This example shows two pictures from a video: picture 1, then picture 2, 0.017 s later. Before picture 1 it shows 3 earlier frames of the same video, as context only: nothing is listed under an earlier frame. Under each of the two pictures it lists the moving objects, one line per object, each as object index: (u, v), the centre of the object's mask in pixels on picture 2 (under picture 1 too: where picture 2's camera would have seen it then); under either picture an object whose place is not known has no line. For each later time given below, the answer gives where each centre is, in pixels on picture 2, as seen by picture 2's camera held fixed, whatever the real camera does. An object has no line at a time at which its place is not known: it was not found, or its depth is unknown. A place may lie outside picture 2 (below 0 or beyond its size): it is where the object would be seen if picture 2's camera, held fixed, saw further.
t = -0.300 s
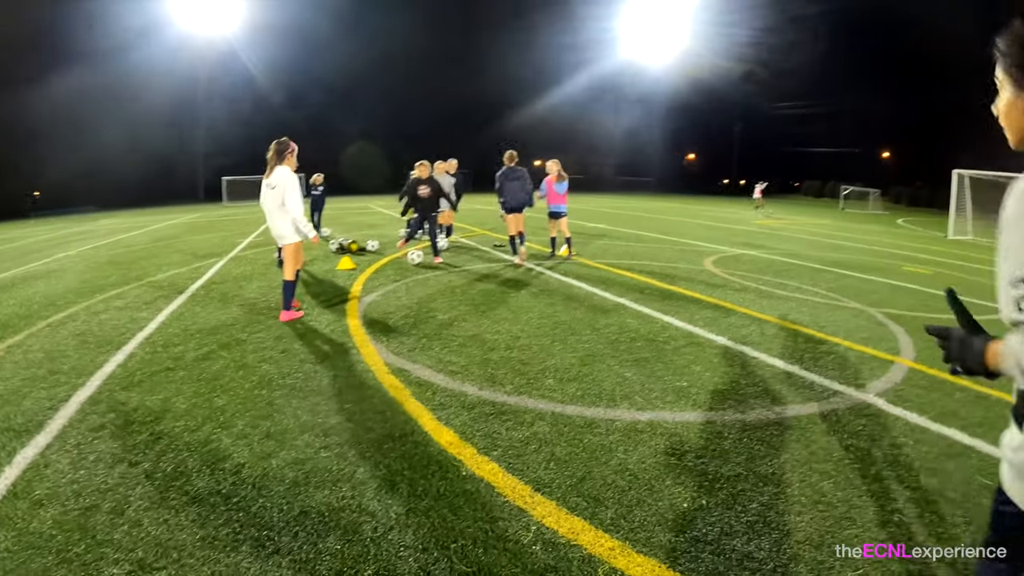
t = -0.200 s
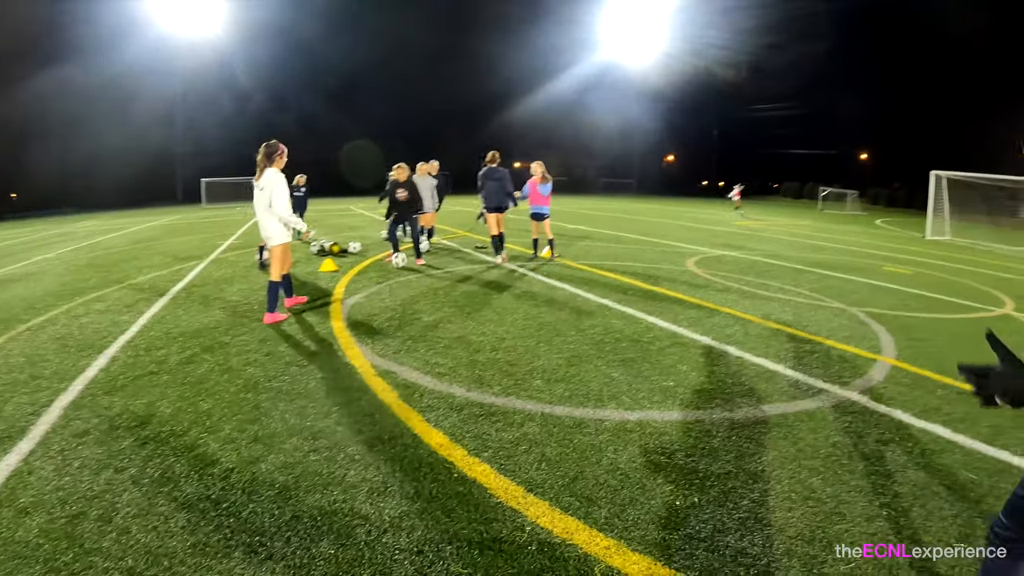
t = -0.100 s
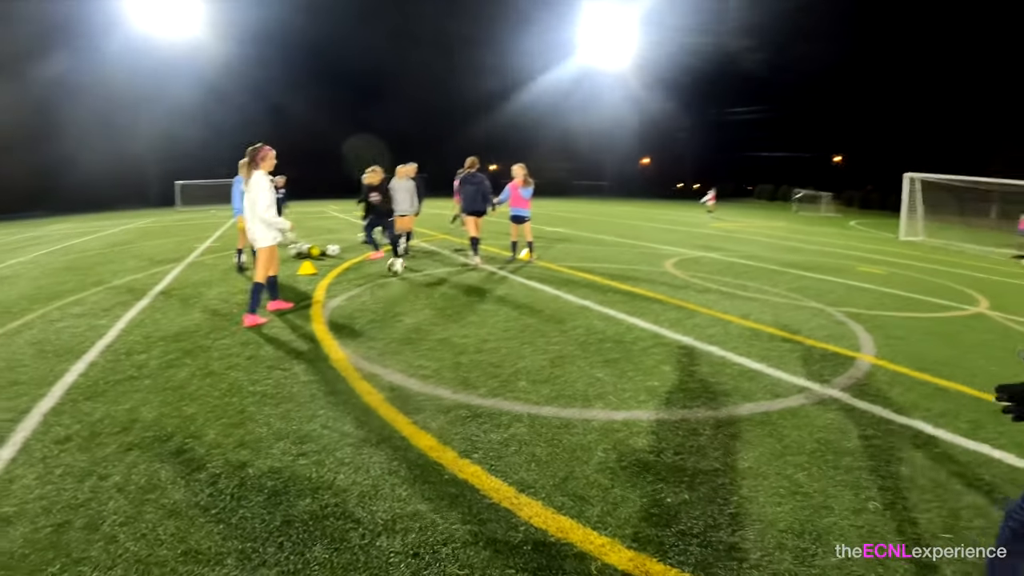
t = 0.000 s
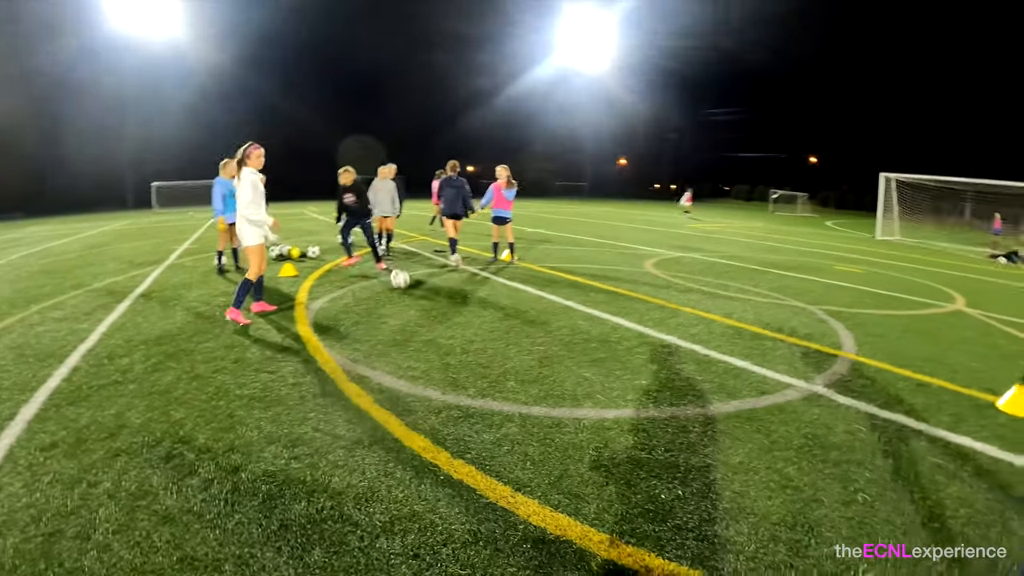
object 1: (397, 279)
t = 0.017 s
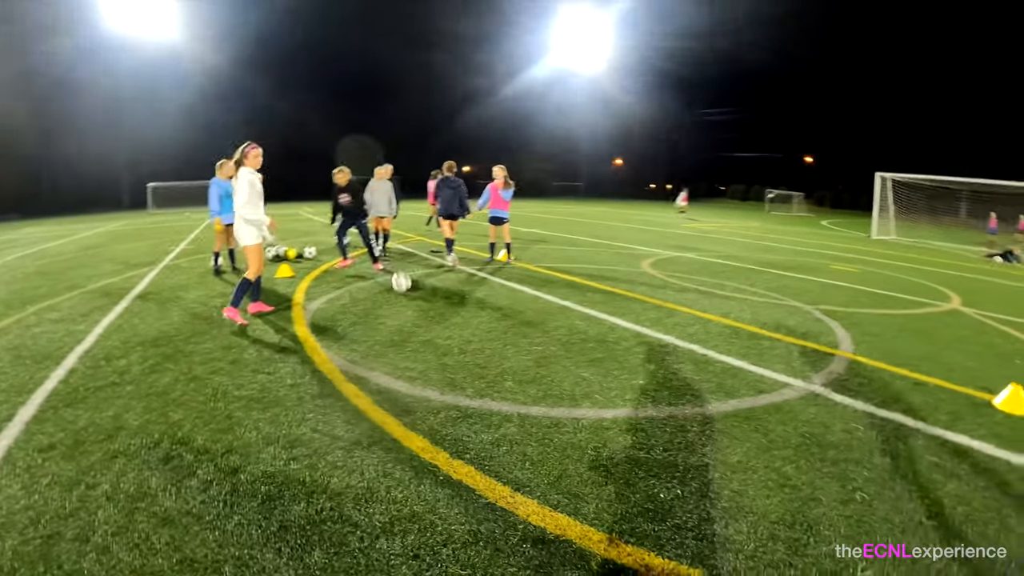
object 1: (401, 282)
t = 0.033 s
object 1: (406, 286)
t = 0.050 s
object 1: (410, 288)
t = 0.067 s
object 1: (414, 289)
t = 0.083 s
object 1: (417, 290)
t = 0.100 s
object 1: (422, 290)
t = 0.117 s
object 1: (426, 291)
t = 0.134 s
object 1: (431, 293)
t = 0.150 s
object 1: (435, 294)
